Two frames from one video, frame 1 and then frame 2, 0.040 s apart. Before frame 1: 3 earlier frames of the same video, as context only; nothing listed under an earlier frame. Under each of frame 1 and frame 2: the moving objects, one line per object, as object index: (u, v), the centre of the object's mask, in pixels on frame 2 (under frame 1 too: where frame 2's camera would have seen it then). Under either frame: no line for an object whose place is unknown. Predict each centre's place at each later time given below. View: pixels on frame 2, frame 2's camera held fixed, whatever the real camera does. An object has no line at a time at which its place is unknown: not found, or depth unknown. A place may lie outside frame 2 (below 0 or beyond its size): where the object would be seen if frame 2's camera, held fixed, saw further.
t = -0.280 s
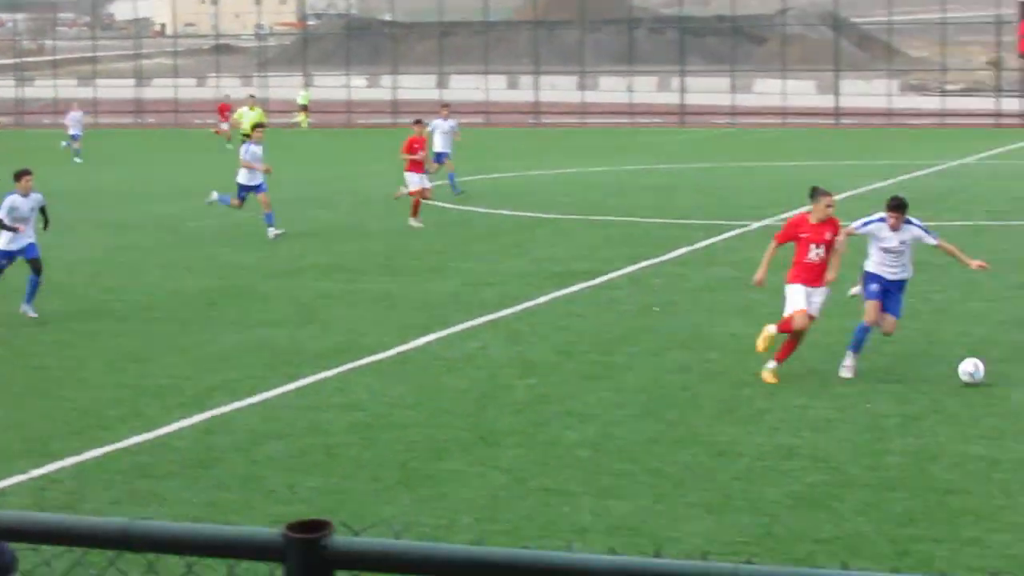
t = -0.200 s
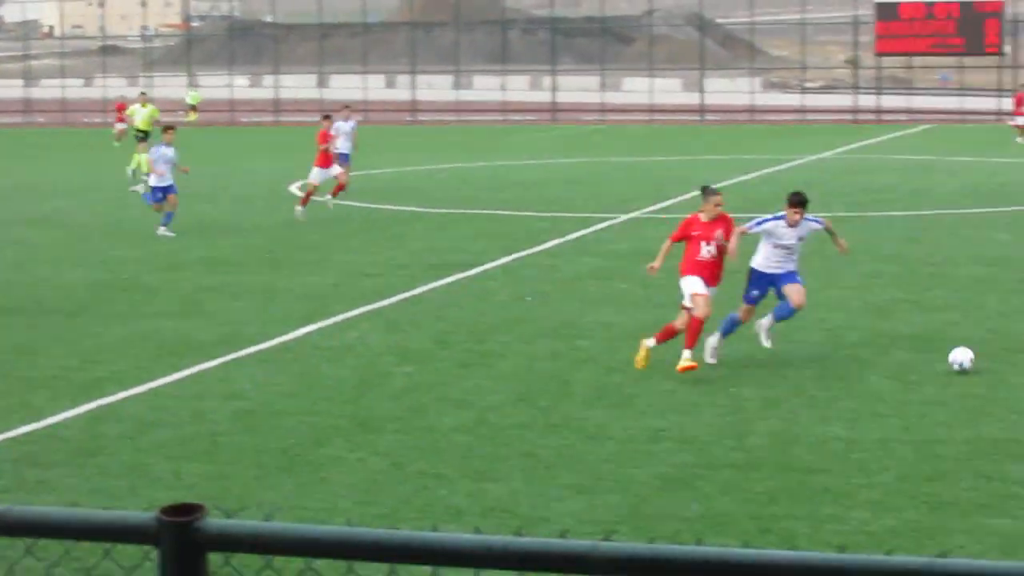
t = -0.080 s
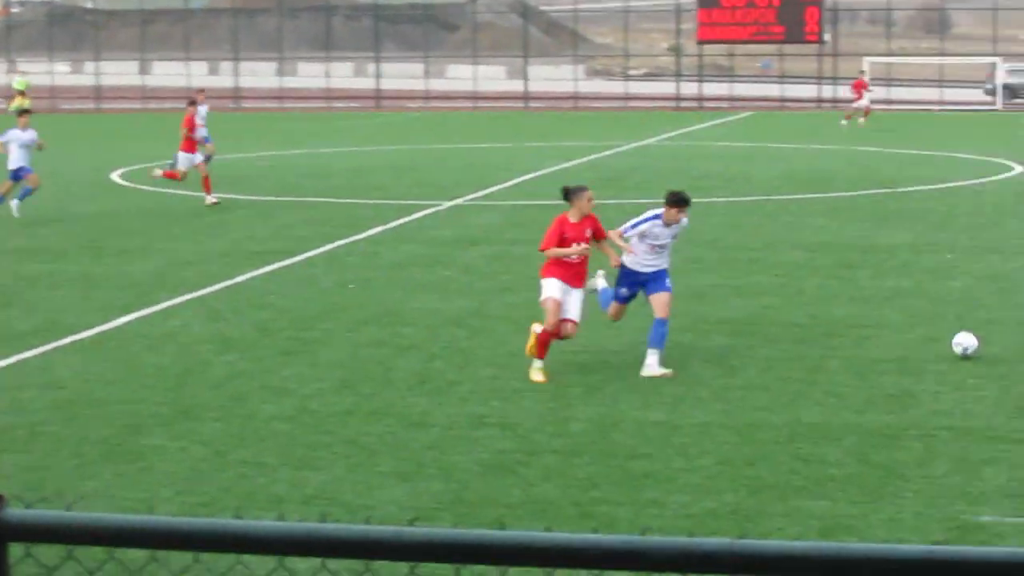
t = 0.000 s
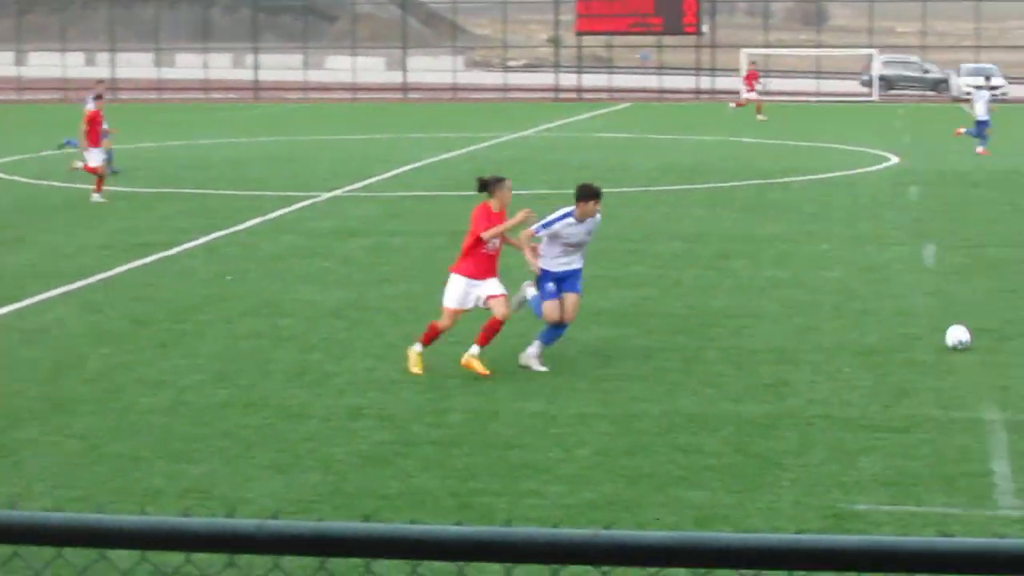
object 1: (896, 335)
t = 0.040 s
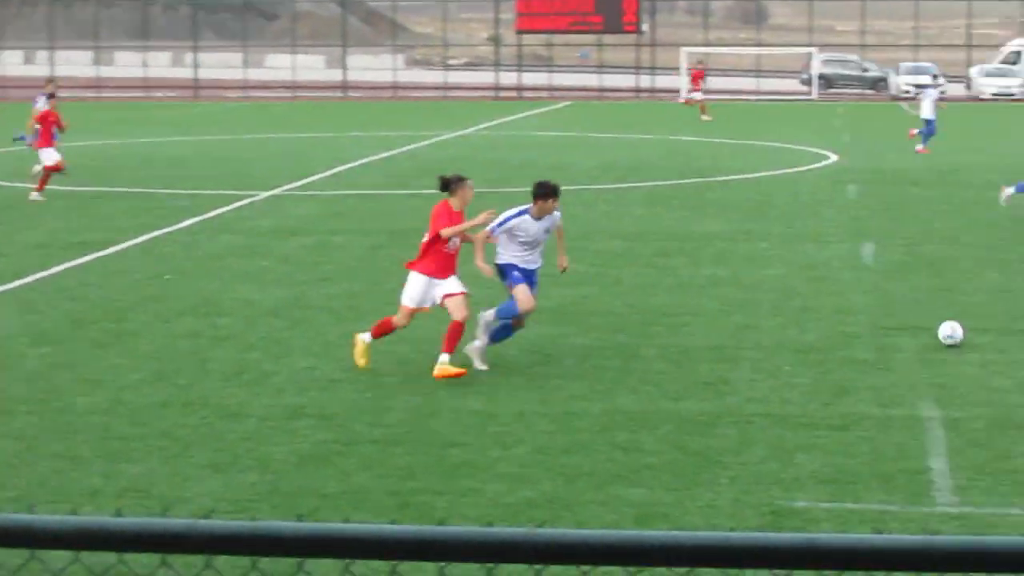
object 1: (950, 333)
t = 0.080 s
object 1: (1006, 334)
